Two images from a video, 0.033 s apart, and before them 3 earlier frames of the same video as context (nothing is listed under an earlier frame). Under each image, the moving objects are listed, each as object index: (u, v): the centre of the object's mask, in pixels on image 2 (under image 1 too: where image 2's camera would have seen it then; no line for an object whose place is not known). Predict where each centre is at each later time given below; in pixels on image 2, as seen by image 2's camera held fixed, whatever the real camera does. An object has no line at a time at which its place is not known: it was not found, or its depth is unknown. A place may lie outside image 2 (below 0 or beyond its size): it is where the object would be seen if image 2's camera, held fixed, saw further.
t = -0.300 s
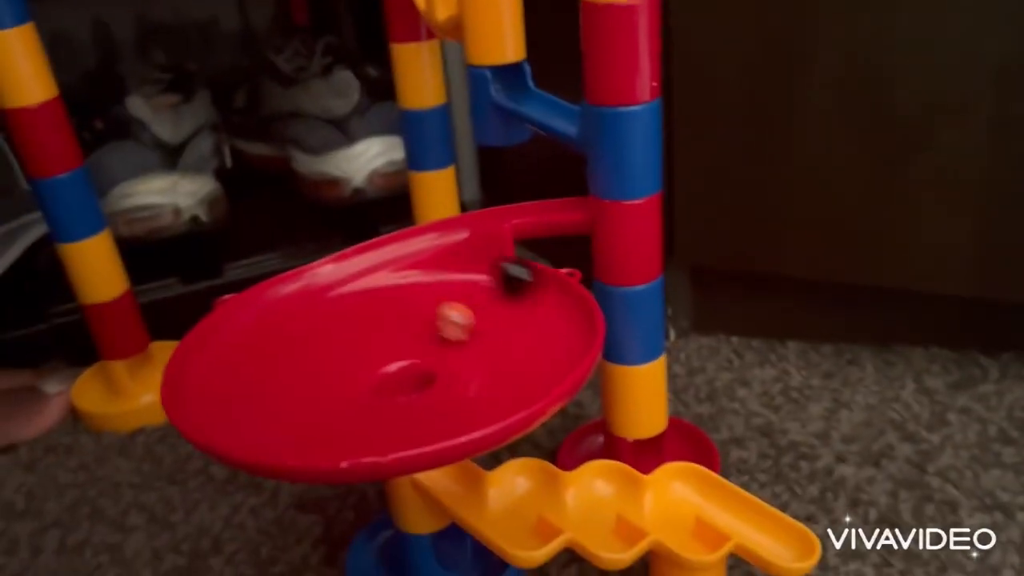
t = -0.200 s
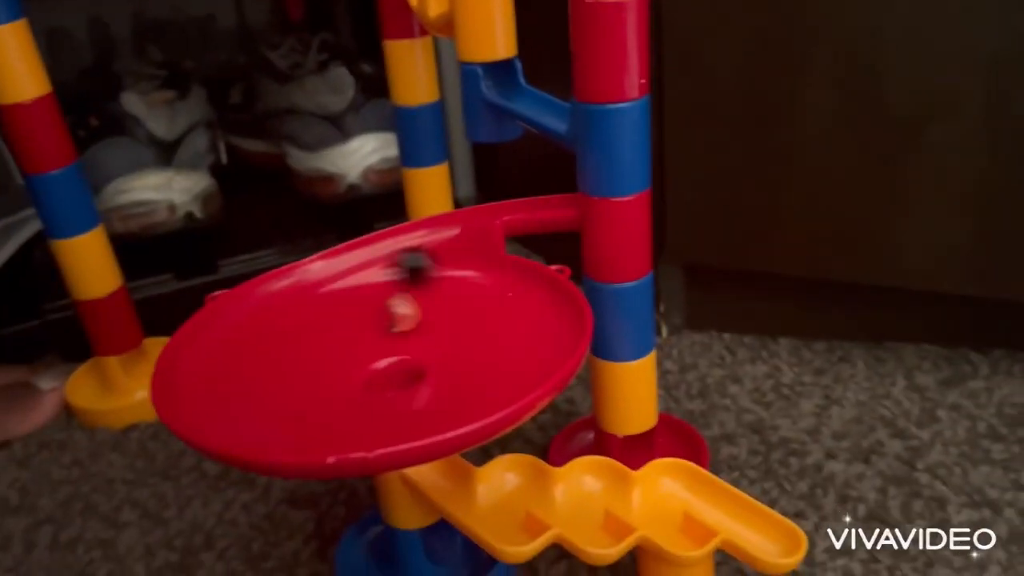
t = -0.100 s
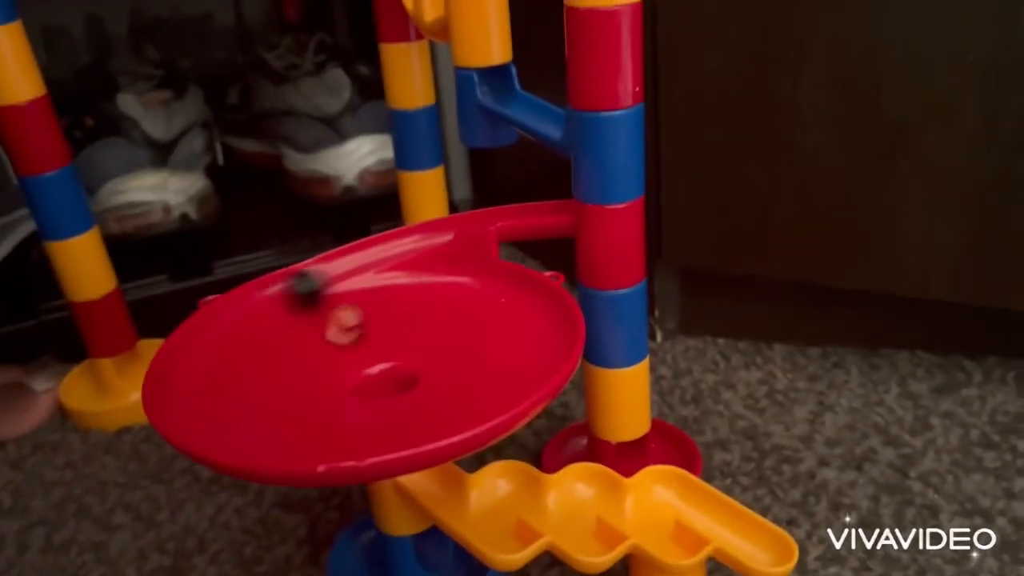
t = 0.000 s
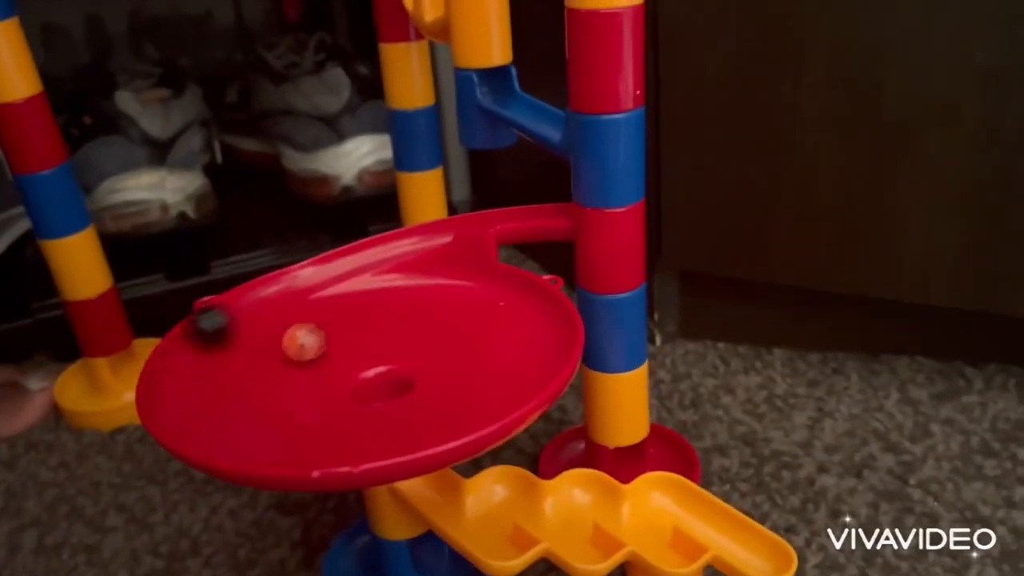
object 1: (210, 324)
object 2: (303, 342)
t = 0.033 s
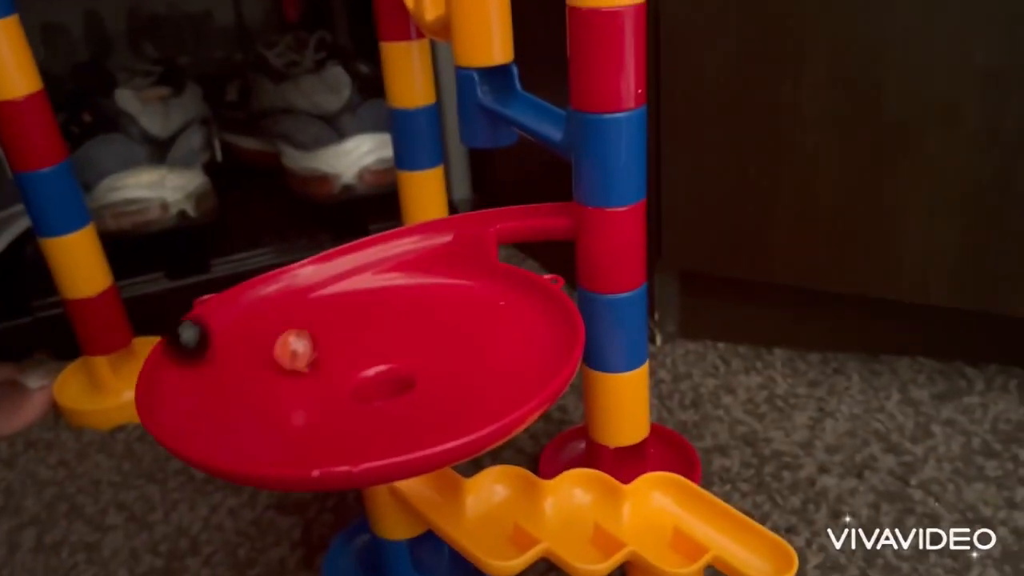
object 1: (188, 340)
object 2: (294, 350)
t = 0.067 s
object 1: (180, 358)
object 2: (290, 361)
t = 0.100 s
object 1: (178, 377)
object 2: (287, 368)
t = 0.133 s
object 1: (178, 394)
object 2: (288, 378)
